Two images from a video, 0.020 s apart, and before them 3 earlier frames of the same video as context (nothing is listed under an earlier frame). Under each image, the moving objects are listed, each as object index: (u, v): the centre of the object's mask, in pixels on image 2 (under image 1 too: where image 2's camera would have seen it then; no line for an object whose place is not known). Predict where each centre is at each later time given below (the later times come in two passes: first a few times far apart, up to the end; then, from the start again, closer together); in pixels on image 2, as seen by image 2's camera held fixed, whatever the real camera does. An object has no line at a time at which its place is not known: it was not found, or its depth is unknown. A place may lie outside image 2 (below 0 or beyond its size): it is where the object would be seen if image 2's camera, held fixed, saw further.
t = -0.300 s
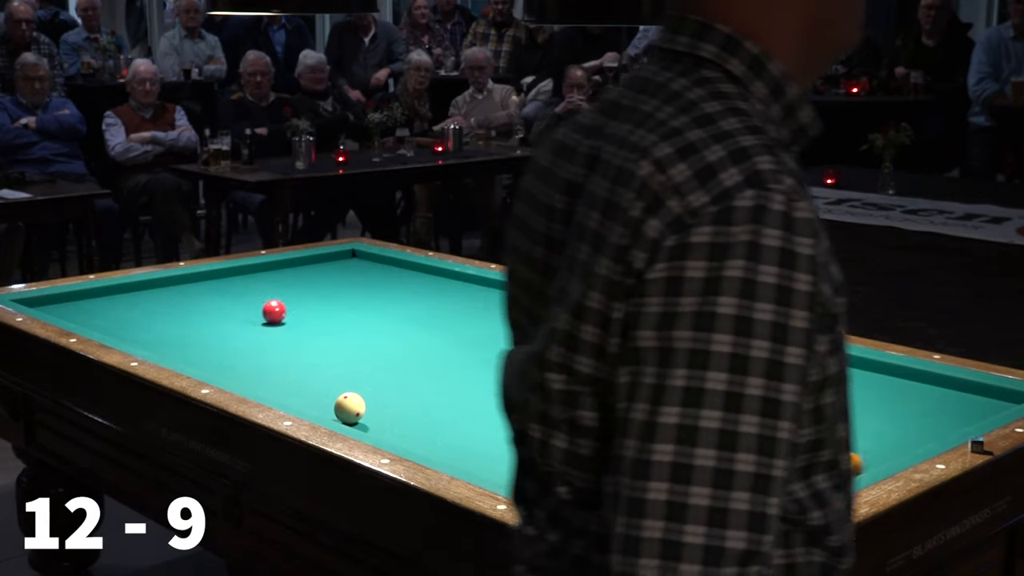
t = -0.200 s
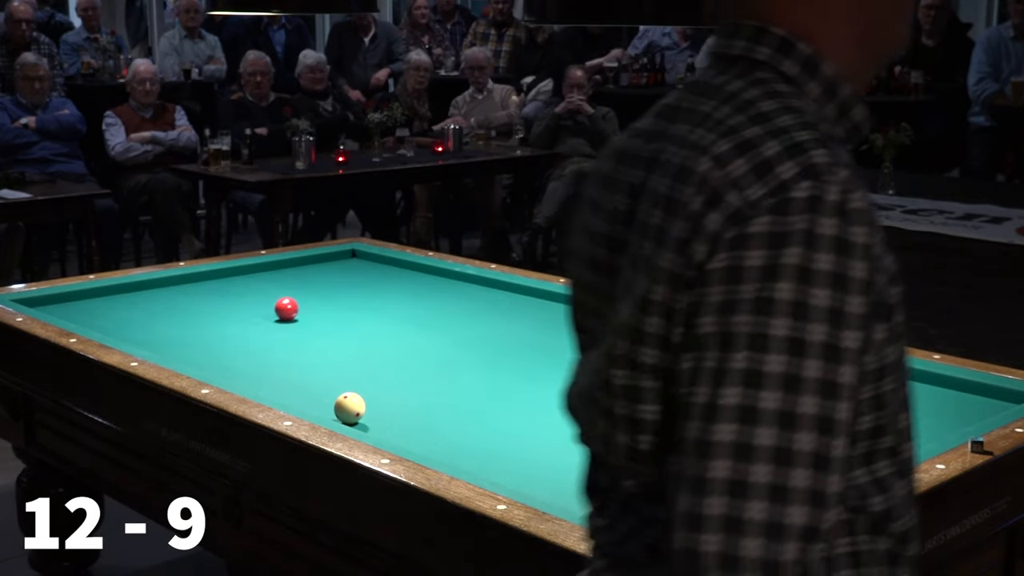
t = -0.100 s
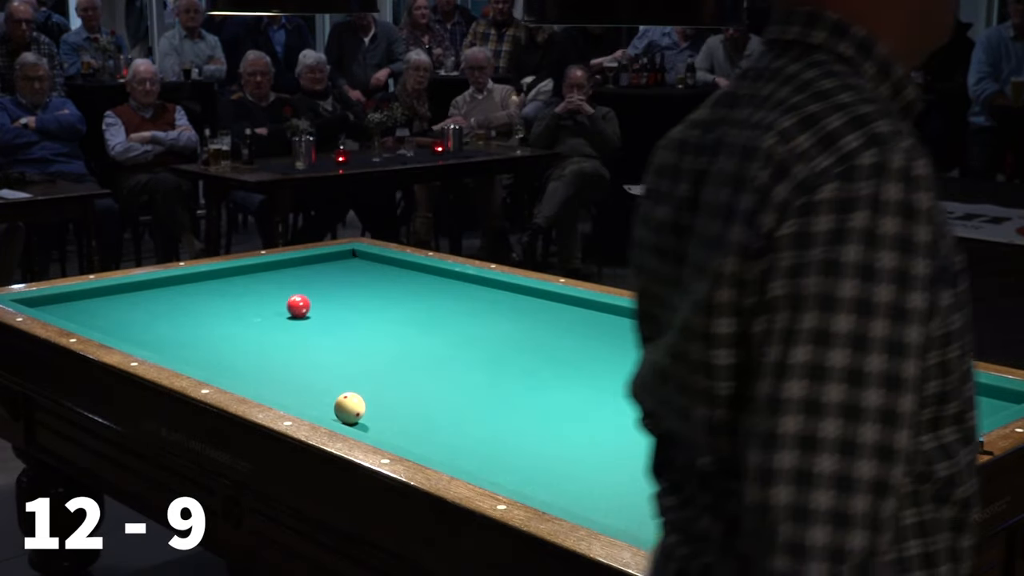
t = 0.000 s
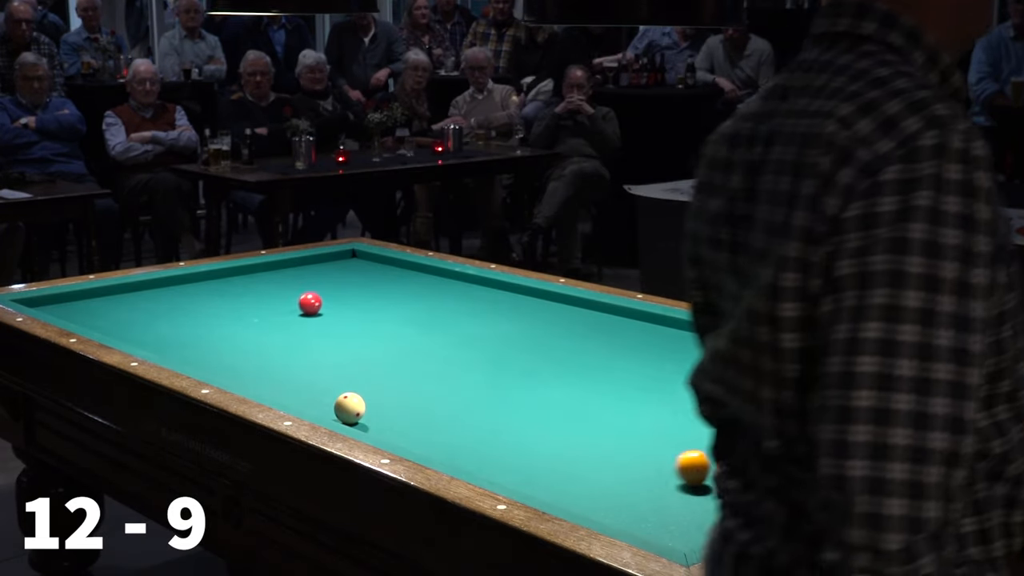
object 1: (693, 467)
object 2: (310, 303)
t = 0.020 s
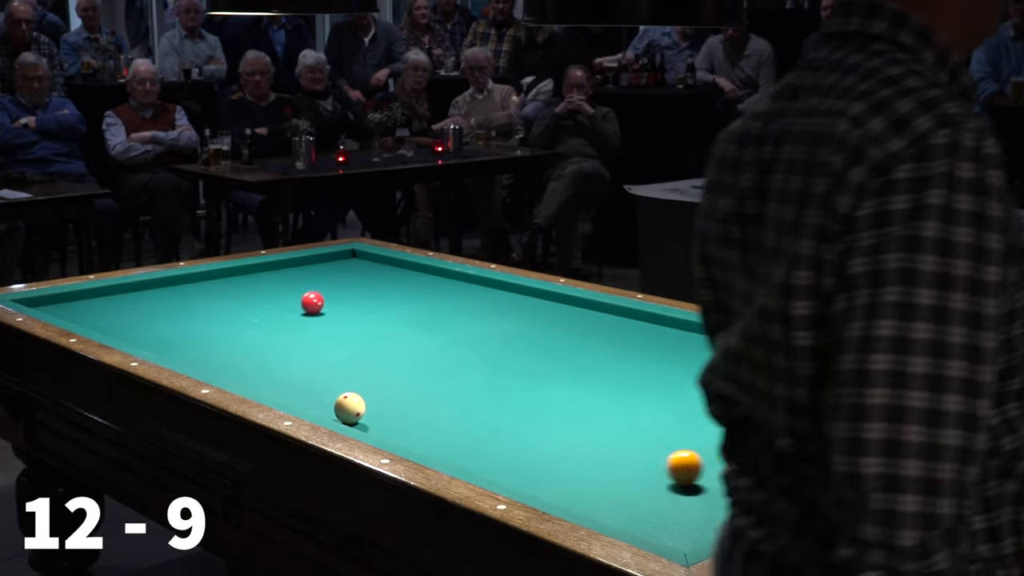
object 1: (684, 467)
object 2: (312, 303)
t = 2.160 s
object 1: (400, 334)
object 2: (403, 277)
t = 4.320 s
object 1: (401, 263)
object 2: (287, 284)
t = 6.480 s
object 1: (318, 266)
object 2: (203, 284)
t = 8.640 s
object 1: (304, 266)
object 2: (189, 285)
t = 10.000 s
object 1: (304, 266)
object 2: (189, 285)
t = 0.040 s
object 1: (674, 467)
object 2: (314, 302)
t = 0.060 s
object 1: (665, 467)
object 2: (317, 302)
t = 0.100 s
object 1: (646, 467)
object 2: (321, 301)
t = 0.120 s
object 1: (636, 467)
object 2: (323, 300)
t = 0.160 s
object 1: (618, 467)
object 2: (328, 299)
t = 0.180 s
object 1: (609, 467)
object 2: (330, 299)
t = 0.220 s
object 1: (590, 467)
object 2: (334, 298)
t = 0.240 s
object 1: (581, 467)
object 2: (336, 297)
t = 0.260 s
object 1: (572, 467)
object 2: (339, 297)
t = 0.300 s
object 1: (553, 467)
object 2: (343, 296)
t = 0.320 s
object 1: (544, 466)
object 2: (345, 295)
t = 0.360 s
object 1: (525, 467)
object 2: (349, 294)
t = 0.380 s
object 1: (516, 467)
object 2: (351, 294)
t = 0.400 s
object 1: (507, 466)
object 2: (353, 293)
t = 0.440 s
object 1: (489, 464)
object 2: (357, 293)
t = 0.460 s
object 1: (480, 463)
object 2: (359, 292)
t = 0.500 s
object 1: (470, 460)
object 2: (363, 291)
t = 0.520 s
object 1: (469, 458)
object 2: (365, 291)
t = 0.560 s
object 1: (466, 455)
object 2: (369, 290)
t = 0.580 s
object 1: (465, 454)
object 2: (371, 289)
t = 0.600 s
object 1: (464, 452)
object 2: (373, 289)
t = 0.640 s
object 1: (461, 448)
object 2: (377, 288)
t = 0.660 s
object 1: (460, 447)
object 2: (379, 288)
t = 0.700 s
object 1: (458, 443)
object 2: (382, 287)
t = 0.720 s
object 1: (457, 440)
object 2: (384, 286)
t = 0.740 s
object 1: (456, 438)
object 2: (386, 286)
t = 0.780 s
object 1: (454, 434)
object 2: (390, 285)
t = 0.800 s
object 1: (453, 432)
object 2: (392, 285)
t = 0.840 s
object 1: (450, 428)
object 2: (395, 284)
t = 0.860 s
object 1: (449, 426)
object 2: (397, 283)
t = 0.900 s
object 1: (448, 422)
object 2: (400, 282)
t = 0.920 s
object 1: (446, 420)
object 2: (402, 282)
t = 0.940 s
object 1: (445, 418)
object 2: (404, 282)
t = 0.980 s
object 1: (443, 415)
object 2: (407, 281)
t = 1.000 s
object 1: (443, 413)
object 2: (409, 280)
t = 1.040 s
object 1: (441, 409)
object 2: (412, 279)
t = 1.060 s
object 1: (440, 408)
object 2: (414, 279)
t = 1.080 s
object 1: (439, 406)
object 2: (416, 279)
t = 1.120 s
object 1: (437, 402)
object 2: (419, 278)
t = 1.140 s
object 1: (437, 401)
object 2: (421, 278)
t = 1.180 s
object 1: (435, 397)
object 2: (424, 277)
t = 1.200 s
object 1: (434, 396)
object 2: (426, 276)
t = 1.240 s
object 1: (432, 393)
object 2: (429, 276)
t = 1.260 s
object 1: (431, 391)
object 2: (431, 275)
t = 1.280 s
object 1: (431, 390)
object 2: (432, 275)
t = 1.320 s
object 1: (429, 386)
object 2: (435, 274)
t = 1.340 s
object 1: (428, 385)
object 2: (437, 274)
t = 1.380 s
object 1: (427, 382)
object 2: (440, 273)
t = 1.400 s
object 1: (426, 380)
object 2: (442, 273)
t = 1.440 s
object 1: (424, 377)
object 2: (443, 273)
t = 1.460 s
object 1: (423, 376)
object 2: (442, 273)
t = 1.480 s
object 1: (422, 375)
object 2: (441, 273)
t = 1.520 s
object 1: (421, 372)
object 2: (438, 273)
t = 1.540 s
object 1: (420, 371)
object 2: (437, 273)
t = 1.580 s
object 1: (419, 368)
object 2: (435, 273)
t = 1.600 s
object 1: (418, 367)
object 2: (434, 274)
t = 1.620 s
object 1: (417, 365)
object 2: (433, 274)
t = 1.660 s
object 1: (416, 363)
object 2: (430, 274)
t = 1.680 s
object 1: (415, 361)
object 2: (429, 274)
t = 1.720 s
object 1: (414, 359)
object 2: (427, 274)
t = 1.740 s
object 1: (413, 358)
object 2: (426, 274)
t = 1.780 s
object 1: (412, 355)
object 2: (424, 275)
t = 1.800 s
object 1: (411, 354)
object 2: (422, 275)
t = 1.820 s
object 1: (410, 352)
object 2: (422, 275)
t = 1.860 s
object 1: (409, 350)
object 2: (419, 275)
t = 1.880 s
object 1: (409, 349)
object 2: (418, 275)
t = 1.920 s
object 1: (407, 346)
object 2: (416, 276)
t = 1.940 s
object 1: (407, 345)
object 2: (415, 276)
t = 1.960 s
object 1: (406, 344)
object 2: (414, 276)
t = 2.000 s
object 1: (405, 342)
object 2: (412, 276)
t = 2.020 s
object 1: (404, 341)
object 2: (411, 276)
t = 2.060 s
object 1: (403, 339)
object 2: (408, 276)
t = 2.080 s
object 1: (402, 338)
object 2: (408, 277)
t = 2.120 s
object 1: (401, 336)
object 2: (405, 277)
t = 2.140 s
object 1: (400, 334)
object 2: (404, 277)
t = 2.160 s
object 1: (400, 334)
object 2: (403, 277)
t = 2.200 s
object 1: (399, 331)
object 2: (401, 278)
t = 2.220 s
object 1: (398, 330)
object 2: (400, 278)
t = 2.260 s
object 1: (397, 329)
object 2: (398, 278)
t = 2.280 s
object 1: (396, 327)
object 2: (397, 278)
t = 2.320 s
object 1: (396, 325)
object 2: (396, 278)
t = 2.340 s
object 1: (395, 325)
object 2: (395, 279)
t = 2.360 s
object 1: (394, 324)
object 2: (394, 279)
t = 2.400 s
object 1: (393, 322)
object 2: (392, 279)
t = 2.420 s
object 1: (393, 321)
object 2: (391, 279)
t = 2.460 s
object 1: (392, 319)
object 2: (389, 279)
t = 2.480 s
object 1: (391, 318)
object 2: (388, 280)
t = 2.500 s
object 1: (391, 317)
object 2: (387, 280)
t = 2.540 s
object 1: (390, 315)
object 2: (385, 280)
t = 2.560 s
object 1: (389, 314)
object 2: (384, 280)
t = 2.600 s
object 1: (388, 313)
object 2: (382, 280)
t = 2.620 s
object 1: (388, 312)
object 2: (382, 280)
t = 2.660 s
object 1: (386, 310)
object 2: (380, 280)
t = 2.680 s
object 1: (386, 309)
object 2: (379, 281)
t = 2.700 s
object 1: (386, 309)
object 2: (378, 281)
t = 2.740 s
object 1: (385, 307)
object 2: (376, 281)
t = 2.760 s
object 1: (384, 306)
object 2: (375, 281)
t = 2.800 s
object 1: (383, 305)
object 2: (374, 281)
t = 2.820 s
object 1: (383, 304)
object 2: (373, 281)
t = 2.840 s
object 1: (382, 303)
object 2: (372, 281)
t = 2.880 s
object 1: (381, 301)
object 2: (370, 282)
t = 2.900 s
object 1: (381, 301)
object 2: (369, 281)
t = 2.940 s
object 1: (380, 299)
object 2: (367, 282)
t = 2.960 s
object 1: (380, 298)
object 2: (367, 282)
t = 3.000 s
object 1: (379, 297)
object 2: (365, 282)
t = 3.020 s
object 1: (379, 296)
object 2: (364, 282)
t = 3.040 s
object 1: (378, 295)
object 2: (363, 282)
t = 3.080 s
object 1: (377, 294)
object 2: (361, 282)
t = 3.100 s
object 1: (377, 293)
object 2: (361, 282)
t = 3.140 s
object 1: (376, 292)
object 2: (359, 283)
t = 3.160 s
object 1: (376, 291)
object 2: (358, 283)
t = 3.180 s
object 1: (375, 290)
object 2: (357, 283)
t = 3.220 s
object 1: (374, 289)
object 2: (356, 283)
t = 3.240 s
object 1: (374, 288)
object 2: (355, 284)
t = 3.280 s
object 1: (373, 287)
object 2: (354, 284)
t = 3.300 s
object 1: (373, 286)
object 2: (354, 284)
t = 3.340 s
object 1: (373, 285)
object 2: (352, 284)
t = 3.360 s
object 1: (374, 284)
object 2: (350, 284)
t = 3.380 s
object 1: (375, 284)
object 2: (349, 284)
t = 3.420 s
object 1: (376, 283)
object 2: (346, 284)
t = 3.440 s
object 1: (377, 282)
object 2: (344, 284)
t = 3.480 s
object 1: (378, 281)
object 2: (341, 284)
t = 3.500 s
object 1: (379, 281)
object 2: (340, 284)
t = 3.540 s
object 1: (380, 280)
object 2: (337, 284)
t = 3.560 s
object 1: (381, 279)
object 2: (336, 284)
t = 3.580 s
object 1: (382, 279)
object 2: (335, 284)
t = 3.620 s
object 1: (383, 278)
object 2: (332, 284)
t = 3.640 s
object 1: (384, 277)
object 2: (330, 284)
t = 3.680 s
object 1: (385, 276)
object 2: (328, 284)
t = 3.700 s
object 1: (386, 276)
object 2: (326, 284)
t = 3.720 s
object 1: (386, 275)
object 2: (325, 284)
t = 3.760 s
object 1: (388, 275)
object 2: (322, 284)
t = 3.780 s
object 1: (388, 274)
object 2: (321, 284)
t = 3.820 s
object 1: (389, 273)
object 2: (318, 284)
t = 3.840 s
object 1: (390, 272)
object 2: (317, 284)
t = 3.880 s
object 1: (391, 272)
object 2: (314, 284)
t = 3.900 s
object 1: (392, 271)
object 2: (313, 284)
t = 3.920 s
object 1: (393, 271)
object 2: (312, 284)
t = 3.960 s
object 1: (394, 270)
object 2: (309, 284)
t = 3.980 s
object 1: (394, 270)
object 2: (308, 284)
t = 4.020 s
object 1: (396, 268)
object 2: (305, 284)
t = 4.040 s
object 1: (396, 268)
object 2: (304, 284)
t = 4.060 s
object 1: (397, 268)
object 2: (303, 284)
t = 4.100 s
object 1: (398, 267)
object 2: (300, 284)
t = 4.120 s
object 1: (398, 267)
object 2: (299, 284)
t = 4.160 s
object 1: (400, 266)
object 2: (297, 284)
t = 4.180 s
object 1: (400, 265)
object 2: (296, 284)
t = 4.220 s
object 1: (401, 264)
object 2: (293, 284)
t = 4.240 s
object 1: (402, 264)
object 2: (292, 284)
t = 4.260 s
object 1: (402, 264)
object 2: (291, 284)
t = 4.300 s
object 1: (402, 263)
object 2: (288, 284)
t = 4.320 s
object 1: (401, 263)
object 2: (287, 284)
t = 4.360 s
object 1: (399, 263)
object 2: (285, 284)
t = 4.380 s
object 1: (397, 264)
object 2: (284, 284)
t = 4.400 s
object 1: (396, 264)
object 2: (283, 284)
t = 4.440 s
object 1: (394, 263)
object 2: (280, 284)
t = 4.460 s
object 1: (393, 264)
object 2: (279, 284)
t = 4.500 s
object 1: (391, 264)
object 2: (277, 284)
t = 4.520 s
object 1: (390, 264)
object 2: (276, 284)
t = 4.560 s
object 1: (388, 264)
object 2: (274, 284)
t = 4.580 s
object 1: (387, 264)
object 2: (273, 284)
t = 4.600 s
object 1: (386, 264)
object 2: (272, 284)
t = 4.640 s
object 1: (384, 264)
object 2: (270, 284)
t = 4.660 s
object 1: (383, 264)
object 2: (269, 284)
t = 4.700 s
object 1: (381, 264)
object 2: (267, 284)
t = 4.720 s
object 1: (380, 264)
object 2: (266, 284)
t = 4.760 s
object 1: (378, 264)
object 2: (264, 284)
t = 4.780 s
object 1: (377, 264)
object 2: (263, 284)
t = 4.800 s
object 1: (376, 264)
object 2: (262, 284)
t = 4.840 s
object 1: (374, 264)
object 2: (260, 284)
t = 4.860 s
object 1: (373, 264)
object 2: (259, 284)
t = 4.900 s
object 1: (371, 264)
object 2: (257, 284)
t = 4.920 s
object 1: (370, 264)
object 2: (256, 284)
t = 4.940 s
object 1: (369, 264)
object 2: (255, 284)
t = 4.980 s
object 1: (367, 264)
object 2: (253, 284)
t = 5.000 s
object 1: (366, 264)
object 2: (252, 284)
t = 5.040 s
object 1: (365, 264)
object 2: (250, 284)
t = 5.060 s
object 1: (364, 264)
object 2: (250, 284)
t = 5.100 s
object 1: (362, 264)
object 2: (248, 284)
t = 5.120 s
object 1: (361, 264)
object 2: (247, 284)
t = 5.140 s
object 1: (360, 264)
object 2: (246, 284)
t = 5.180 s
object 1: (359, 264)
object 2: (244, 284)
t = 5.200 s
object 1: (357, 264)
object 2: (243, 284)
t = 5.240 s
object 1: (356, 265)
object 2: (241, 284)
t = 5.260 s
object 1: (355, 265)
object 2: (241, 284)
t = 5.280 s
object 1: (354, 265)
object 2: (240, 284)
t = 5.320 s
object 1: (353, 265)
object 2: (238, 284)
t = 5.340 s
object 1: (352, 265)
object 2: (238, 284)
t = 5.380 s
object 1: (350, 265)
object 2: (236, 284)
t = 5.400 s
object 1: (349, 265)
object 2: (235, 284)
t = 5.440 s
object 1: (348, 265)
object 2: (234, 284)
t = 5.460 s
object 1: (347, 265)
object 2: (233, 284)
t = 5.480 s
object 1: (346, 265)
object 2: (232, 284)
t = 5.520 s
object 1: (345, 265)
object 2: (231, 284)
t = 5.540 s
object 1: (344, 265)
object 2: (230, 284)
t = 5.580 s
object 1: (343, 265)
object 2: (228, 284)
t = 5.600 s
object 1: (342, 265)
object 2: (228, 284)
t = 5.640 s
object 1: (341, 265)
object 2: (226, 284)
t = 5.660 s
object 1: (340, 265)
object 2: (226, 284)
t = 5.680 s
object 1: (340, 265)
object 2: (225, 284)
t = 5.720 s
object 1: (338, 265)
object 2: (224, 284)
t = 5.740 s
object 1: (337, 265)
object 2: (223, 284)
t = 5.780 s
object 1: (336, 265)
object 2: (221, 284)
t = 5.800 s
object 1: (335, 265)
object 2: (221, 284)
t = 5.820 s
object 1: (335, 265)
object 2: (220, 284)
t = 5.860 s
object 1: (334, 265)
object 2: (219, 284)
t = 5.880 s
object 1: (333, 265)
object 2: (218, 284)
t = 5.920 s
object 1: (332, 265)
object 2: (217, 284)
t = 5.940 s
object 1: (331, 265)
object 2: (216, 284)
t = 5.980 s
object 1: (330, 265)
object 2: (215, 284)
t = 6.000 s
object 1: (329, 265)
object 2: (214, 284)
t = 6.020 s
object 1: (329, 265)
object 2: (214, 284)
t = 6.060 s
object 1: (328, 265)
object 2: (213, 284)
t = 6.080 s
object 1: (327, 265)
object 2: (212, 284)
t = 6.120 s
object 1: (326, 266)
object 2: (211, 284)
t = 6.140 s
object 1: (326, 266)
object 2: (211, 284)
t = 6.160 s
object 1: (325, 266)
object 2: (210, 284)
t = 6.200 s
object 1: (324, 266)
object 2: (209, 284)
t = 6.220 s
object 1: (324, 266)
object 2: (208, 284)
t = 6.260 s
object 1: (323, 266)
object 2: (208, 284)
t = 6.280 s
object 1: (322, 265)
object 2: (207, 284)
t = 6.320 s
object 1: (321, 266)
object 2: (206, 284)
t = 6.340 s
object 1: (321, 266)
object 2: (205, 284)
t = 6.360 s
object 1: (320, 266)
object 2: (205, 284)
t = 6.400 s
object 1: (319, 266)
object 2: (204, 284)
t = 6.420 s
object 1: (319, 266)
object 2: (204, 284)
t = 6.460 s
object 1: (318, 266)
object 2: (203, 284)
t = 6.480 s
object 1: (318, 266)
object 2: (203, 284)
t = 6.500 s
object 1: (317, 266)
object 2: (202, 284)
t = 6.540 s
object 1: (316, 266)
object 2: (201, 284)
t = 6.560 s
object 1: (316, 266)
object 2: (201, 284)
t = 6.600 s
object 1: (315, 266)
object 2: (200, 284)
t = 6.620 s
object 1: (314, 266)
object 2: (200, 284)
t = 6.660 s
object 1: (314, 266)
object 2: (199, 284)
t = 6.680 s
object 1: (313, 266)
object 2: (198, 284)
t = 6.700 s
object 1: (313, 266)
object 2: (198, 284)
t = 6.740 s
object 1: (312, 266)
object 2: (197, 284)
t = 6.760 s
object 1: (312, 266)
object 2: (197, 284)
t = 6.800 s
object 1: (311, 266)
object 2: (197, 284)
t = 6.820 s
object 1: (311, 266)
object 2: (196, 284)
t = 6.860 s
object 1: (310, 266)
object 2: (196, 284)
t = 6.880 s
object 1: (310, 266)
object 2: (195, 284)
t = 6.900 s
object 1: (310, 266)
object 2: (195, 284)
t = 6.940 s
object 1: (309, 266)
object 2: (195, 284)
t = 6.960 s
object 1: (309, 266)
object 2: (194, 284)
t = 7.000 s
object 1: (308, 266)
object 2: (194, 284)
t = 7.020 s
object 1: (308, 266)
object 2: (193, 284)
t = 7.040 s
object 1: (308, 266)
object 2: (193, 284)
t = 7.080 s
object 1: (307, 266)
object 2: (193, 284)
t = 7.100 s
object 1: (307, 266)
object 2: (192, 284)
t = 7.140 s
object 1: (306, 266)
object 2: (192, 284)
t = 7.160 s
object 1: (306, 266)
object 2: (192, 284)
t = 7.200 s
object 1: (306, 266)
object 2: (192, 284)
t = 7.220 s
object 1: (306, 266)
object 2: (191, 284)
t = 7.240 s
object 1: (305, 266)
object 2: (191, 284)
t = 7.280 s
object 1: (305, 266)
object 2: (191, 285)
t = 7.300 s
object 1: (305, 266)
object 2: (191, 284)
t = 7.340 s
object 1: (305, 266)
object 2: (190, 285)
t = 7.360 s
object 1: (305, 266)
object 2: (190, 285)
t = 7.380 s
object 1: (305, 266)
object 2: (190, 285)
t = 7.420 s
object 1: (304, 266)
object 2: (190, 285)
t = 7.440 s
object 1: (304, 266)
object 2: (190, 285)
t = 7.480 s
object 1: (304, 266)
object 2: (190, 285)
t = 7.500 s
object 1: (304, 266)
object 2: (190, 285)
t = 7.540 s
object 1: (304, 266)
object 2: (189, 285)
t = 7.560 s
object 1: (304, 266)
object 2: (189, 285)
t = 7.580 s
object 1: (304, 266)
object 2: (189, 285)
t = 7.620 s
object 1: (303, 266)
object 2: (189, 285)
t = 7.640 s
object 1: (303, 266)
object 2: (189, 285)
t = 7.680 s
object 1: (303, 266)
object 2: (189, 285)
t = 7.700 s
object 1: (303, 266)
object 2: (189, 285)
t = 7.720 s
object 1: (303, 266)
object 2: (189, 285)
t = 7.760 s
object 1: (303, 266)
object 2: (189, 285)
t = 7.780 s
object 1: (303, 266)
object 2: (189, 285)
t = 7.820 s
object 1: (303, 266)
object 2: (189, 285)
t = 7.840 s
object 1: (303, 266)
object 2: (189, 285)
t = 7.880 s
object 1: (303, 266)
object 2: (189, 285)
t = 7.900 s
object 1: (303, 266)
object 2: (189, 285)
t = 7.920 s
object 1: (303, 266)
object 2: (189, 285)
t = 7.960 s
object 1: (303, 266)
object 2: (189, 285)
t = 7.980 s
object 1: (303, 266)
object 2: (189, 285)
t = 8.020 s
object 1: (303, 266)
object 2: (189, 285)
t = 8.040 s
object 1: (304, 266)
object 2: (189, 285)
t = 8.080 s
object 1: (303, 266)
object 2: (189, 285)
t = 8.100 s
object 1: (304, 266)
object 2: (189, 285)
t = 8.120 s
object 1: (304, 266)
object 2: (189, 285)
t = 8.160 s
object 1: (304, 266)
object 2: (189, 285)
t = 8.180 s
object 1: (304, 266)
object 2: (189, 285)
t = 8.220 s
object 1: (304, 266)
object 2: (189, 285)
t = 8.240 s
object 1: (304, 266)
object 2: (189, 285)
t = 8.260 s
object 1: (304, 266)
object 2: (189, 285)
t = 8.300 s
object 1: (304, 266)
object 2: (189, 285)
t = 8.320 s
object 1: (304, 266)
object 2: (189, 285)
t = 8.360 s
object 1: (304, 266)
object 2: (189, 285)
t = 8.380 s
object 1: (304, 266)
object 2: (189, 285)
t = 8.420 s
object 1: (304, 266)
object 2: (189, 285)
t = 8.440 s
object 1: (304, 266)
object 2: (189, 285)
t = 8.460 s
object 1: (304, 266)
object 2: (189, 285)
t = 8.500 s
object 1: (304, 266)
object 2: (189, 285)
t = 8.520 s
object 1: (304, 266)
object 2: (189, 285)
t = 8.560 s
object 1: (304, 266)
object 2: (189, 285)
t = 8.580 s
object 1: (304, 266)
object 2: (189, 285)
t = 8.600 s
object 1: (304, 266)
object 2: (189, 285)
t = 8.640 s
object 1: (304, 266)
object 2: (189, 285)
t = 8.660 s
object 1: (304, 266)
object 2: (189, 285)
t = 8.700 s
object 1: (304, 266)
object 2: (189, 285)
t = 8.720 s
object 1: (304, 266)
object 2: (189, 285)
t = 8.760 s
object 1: (304, 266)
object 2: (189, 285)
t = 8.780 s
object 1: (304, 266)
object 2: (189, 285)
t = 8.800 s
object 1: (304, 266)
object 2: (189, 285)
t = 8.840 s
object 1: (304, 266)
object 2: (189, 285)
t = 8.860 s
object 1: (304, 266)
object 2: (189, 285)
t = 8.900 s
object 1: (304, 266)
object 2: (189, 285)
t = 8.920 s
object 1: (304, 266)
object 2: (189, 285)
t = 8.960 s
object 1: (304, 266)
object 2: (189, 285)
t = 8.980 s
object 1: (304, 266)
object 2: (189, 285)
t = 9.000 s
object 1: (304, 266)
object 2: (189, 285)
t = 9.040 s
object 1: (304, 266)
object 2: (189, 285)
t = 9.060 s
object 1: (304, 266)
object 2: (189, 285)
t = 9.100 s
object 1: (304, 266)
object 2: (189, 285)
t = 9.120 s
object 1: (304, 266)
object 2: (189, 285)
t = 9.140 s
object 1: (304, 266)
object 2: (189, 285)
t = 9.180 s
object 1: (304, 266)
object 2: (189, 285)
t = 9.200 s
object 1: (304, 266)
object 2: (189, 285)
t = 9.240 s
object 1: (304, 266)
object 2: (189, 285)
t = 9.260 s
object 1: (304, 266)
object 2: (189, 285)
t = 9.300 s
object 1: (304, 266)
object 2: (189, 285)
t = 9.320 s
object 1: (304, 266)
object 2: (189, 285)
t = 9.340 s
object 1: (304, 266)
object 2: (189, 285)
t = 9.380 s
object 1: (304, 266)
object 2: (189, 285)
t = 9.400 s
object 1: (304, 266)
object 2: (189, 285)
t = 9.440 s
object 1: (304, 266)
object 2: (189, 285)
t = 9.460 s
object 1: (304, 266)
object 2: (189, 285)
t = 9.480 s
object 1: (304, 266)
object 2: (189, 285)
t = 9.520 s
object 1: (304, 266)
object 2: (189, 285)
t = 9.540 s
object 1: (304, 266)
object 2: (189, 285)
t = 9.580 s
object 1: (304, 266)
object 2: (189, 285)
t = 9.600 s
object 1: (304, 266)
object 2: (189, 285)
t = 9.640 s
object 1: (304, 266)
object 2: (189, 285)
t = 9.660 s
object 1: (304, 266)
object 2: (189, 285)
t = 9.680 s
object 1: (304, 266)
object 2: (189, 285)
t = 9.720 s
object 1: (304, 266)
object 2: (189, 285)
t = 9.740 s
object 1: (304, 266)
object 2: (189, 285)
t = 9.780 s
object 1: (304, 267)
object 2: (189, 285)
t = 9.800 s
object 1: (304, 266)
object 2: (189, 285)
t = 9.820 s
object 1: (304, 266)
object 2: (189, 285)
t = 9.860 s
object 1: (304, 266)
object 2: (189, 285)
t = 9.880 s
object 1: (304, 266)
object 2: (189, 285)
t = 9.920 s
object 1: (304, 266)
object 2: (189, 285)
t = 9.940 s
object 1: (304, 266)
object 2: (189, 285)
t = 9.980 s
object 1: (304, 266)
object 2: (189, 285)
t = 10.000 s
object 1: (304, 266)
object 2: (189, 285)
